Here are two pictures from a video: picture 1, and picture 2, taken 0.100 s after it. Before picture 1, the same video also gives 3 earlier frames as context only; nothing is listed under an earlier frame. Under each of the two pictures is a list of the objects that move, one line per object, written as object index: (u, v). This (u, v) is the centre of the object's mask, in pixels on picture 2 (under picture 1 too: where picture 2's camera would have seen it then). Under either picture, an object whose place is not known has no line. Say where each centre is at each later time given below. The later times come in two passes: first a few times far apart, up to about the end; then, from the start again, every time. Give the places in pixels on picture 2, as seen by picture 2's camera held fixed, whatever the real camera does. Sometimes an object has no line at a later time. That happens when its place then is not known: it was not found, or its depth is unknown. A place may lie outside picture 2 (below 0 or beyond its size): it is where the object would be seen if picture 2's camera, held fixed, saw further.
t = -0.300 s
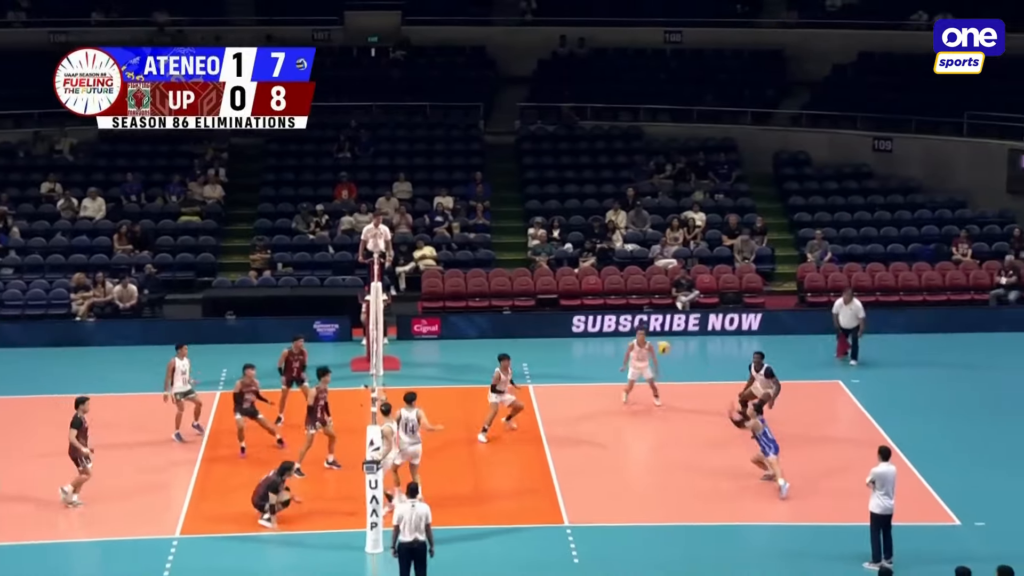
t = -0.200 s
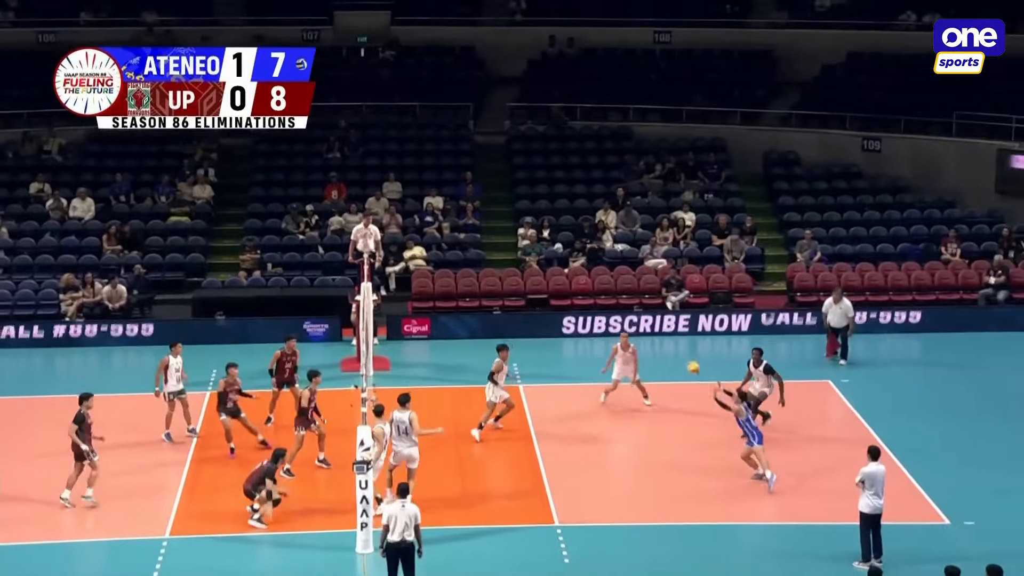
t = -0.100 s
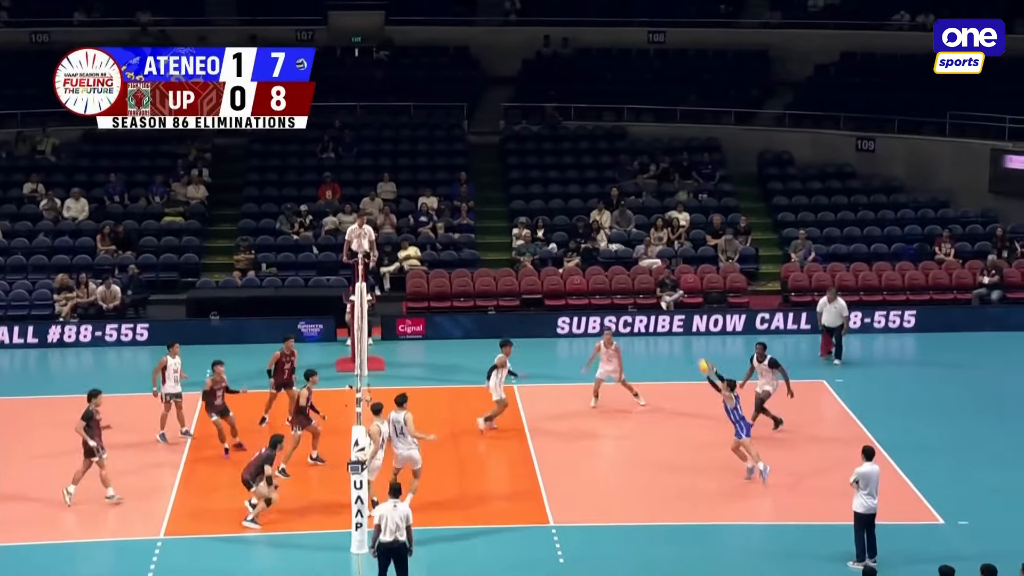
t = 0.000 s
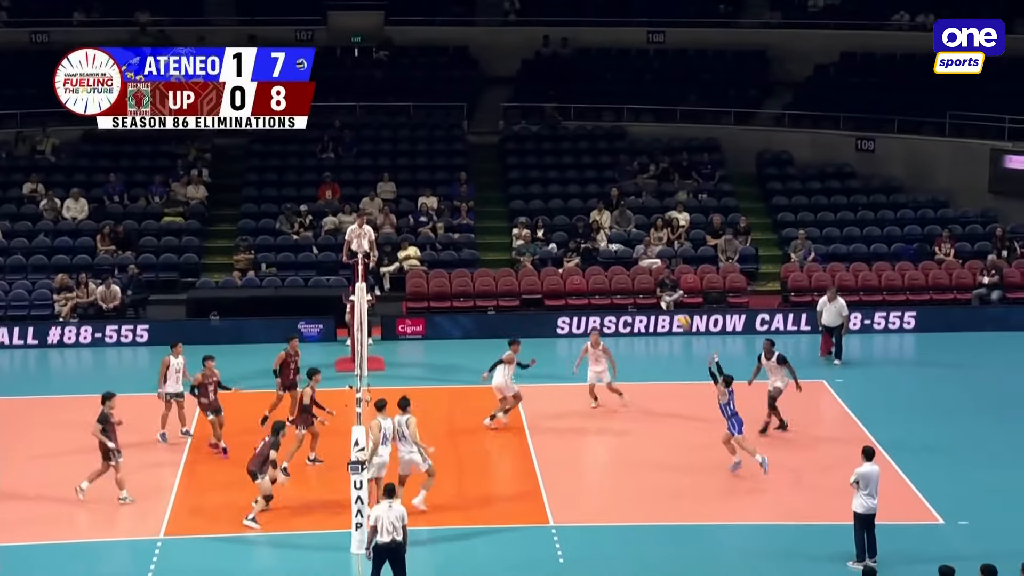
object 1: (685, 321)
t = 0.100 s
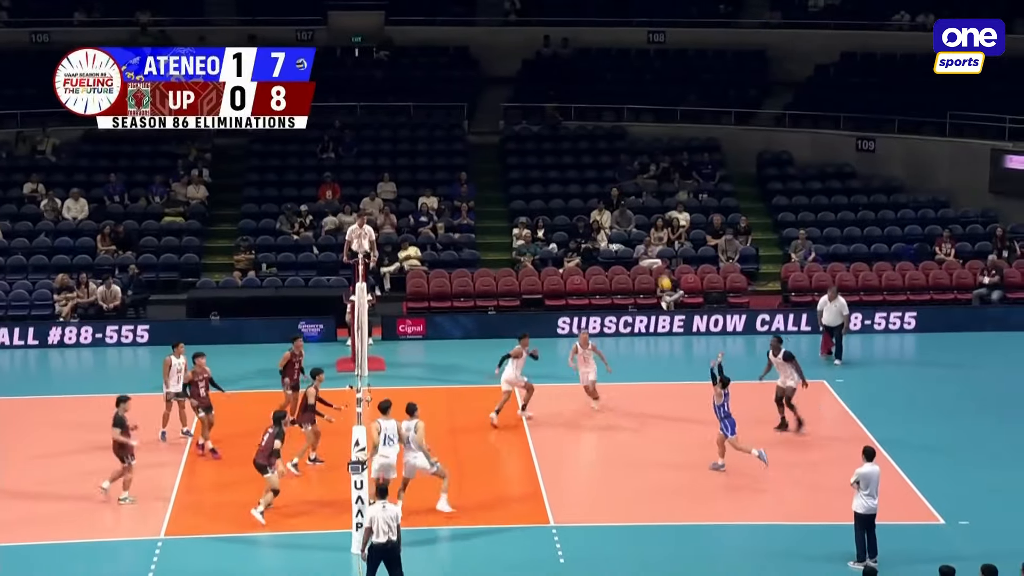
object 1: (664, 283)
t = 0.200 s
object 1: (645, 250)
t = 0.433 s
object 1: (599, 203)
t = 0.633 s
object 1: (562, 187)
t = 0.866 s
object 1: (519, 198)
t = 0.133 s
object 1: (658, 272)
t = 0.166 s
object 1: (652, 261)
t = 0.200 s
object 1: (645, 250)
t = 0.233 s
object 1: (637, 241)
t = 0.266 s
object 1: (632, 234)
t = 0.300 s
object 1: (625, 225)
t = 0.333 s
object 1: (619, 218)
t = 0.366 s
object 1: (612, 212)
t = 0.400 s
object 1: (606, 207)
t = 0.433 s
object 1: (599, 203)
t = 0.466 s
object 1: (593, 198)
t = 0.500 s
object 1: (587, 195)
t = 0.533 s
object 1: (580, 192)
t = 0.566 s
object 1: (574, 190)
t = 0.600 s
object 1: (568, 188)
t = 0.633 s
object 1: (562, 187)
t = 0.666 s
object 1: (556, 187)
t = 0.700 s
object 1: (550, 187)
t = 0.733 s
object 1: (543, 188)
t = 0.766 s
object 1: (537, 190)
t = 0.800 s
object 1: (532, 192)
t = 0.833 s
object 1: (525, 195)
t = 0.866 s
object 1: (519, 198)
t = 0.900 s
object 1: (514, 202)
